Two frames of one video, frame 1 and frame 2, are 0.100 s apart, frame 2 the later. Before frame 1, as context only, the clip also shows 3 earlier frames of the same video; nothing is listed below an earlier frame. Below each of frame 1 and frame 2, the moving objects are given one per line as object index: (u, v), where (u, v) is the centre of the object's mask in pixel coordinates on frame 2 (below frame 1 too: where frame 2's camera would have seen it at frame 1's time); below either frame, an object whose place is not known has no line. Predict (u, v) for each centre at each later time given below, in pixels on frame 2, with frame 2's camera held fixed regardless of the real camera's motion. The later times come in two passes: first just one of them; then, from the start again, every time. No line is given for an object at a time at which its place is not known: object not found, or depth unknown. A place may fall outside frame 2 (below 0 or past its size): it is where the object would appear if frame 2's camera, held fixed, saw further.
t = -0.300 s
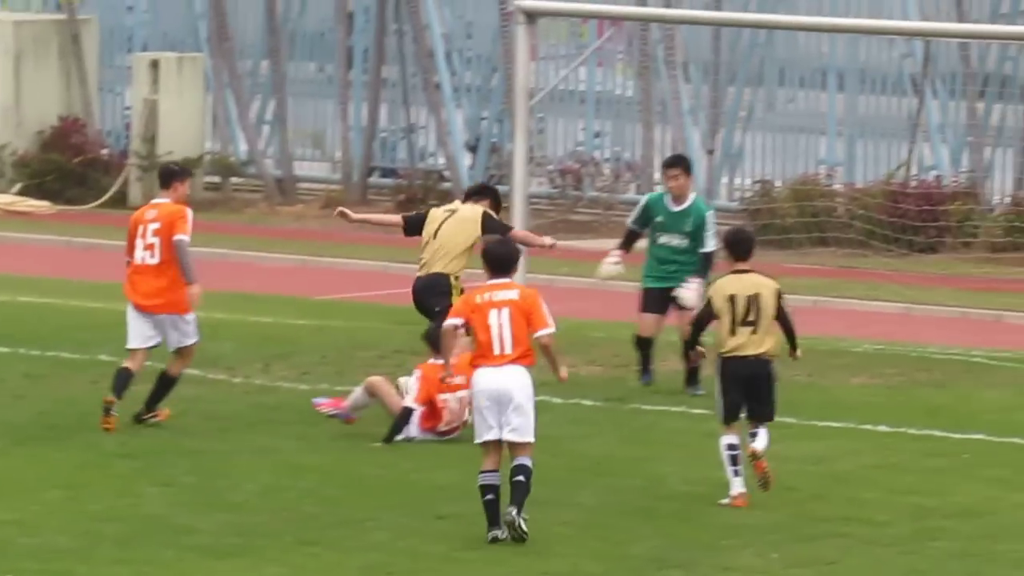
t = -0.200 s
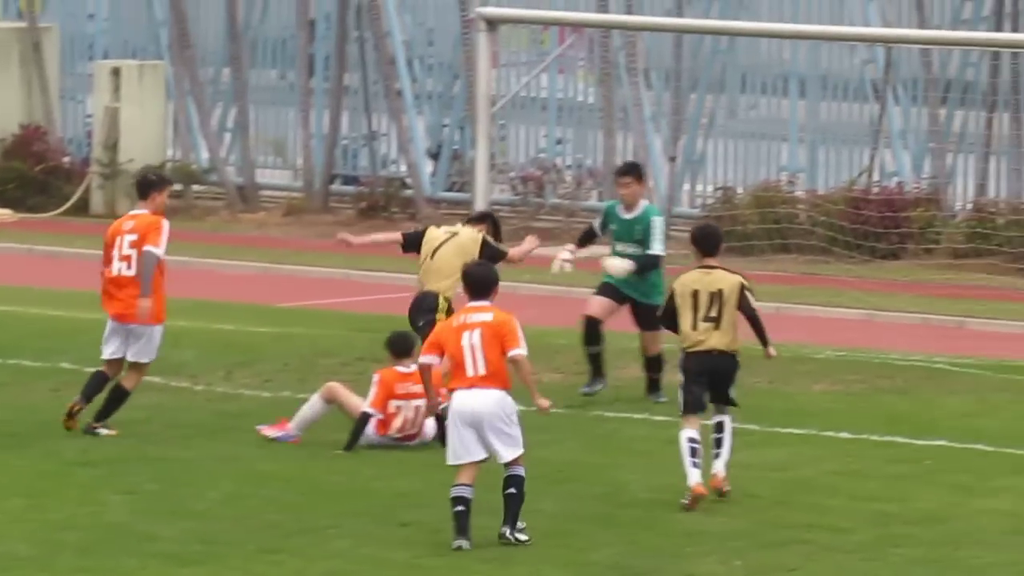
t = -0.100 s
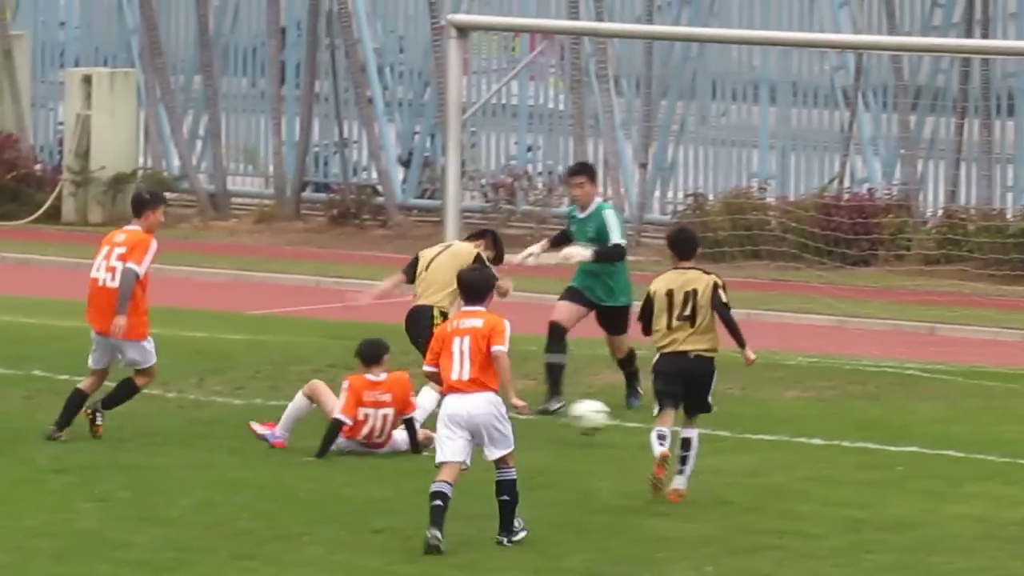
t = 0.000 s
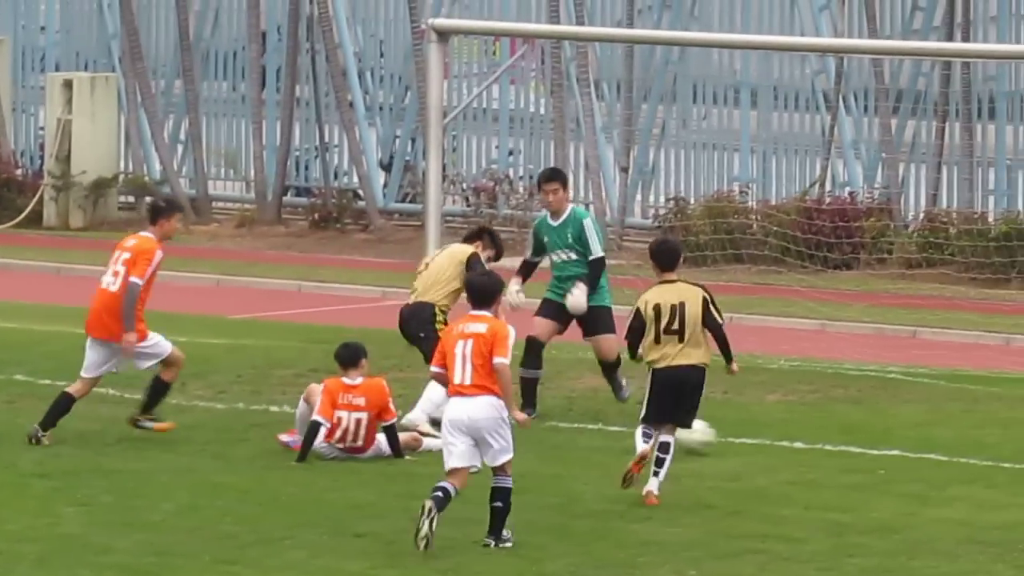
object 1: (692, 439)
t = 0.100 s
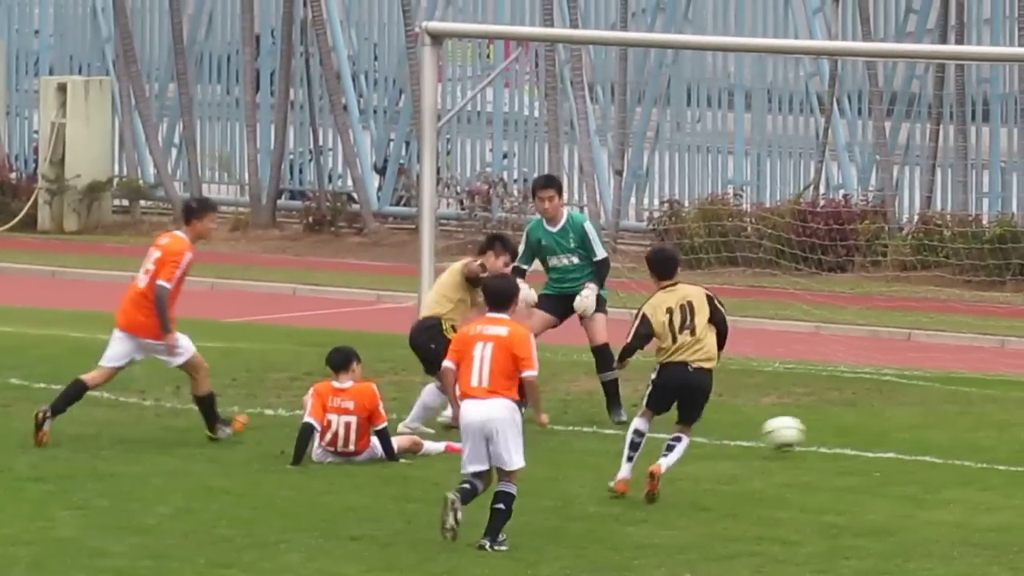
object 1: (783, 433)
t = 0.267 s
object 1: (924, 434)
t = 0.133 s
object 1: (812, 430)
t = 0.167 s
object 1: (839, 428)
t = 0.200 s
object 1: (868, 426)
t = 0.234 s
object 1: (896, 429)
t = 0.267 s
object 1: (924, 434)
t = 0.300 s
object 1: (952, 440)
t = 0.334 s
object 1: (980, 448)
